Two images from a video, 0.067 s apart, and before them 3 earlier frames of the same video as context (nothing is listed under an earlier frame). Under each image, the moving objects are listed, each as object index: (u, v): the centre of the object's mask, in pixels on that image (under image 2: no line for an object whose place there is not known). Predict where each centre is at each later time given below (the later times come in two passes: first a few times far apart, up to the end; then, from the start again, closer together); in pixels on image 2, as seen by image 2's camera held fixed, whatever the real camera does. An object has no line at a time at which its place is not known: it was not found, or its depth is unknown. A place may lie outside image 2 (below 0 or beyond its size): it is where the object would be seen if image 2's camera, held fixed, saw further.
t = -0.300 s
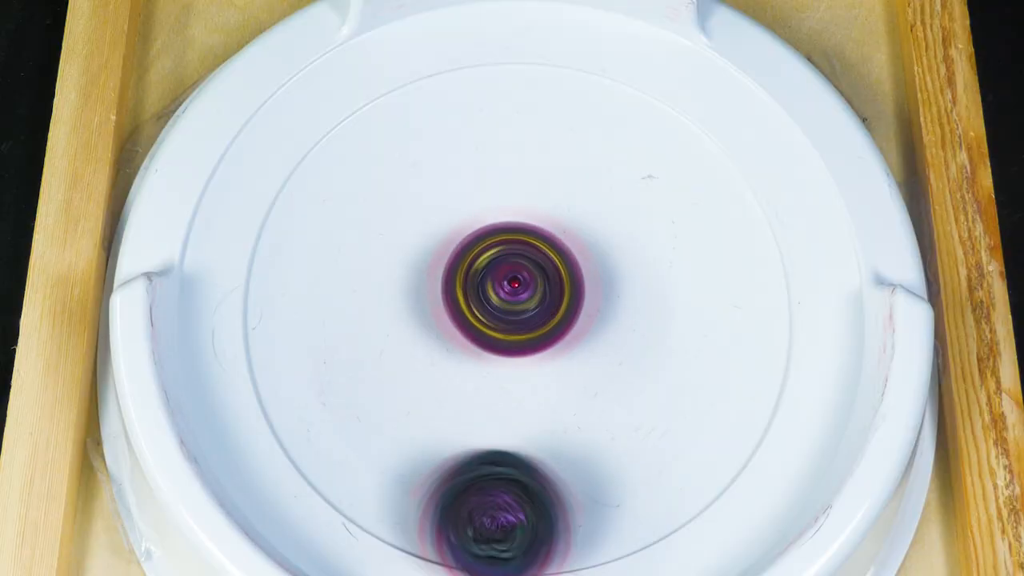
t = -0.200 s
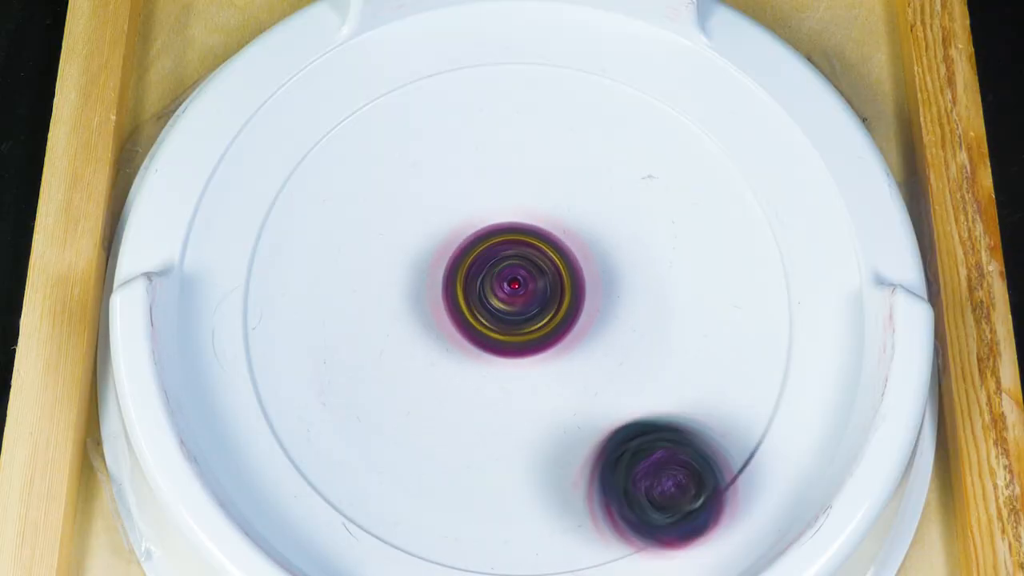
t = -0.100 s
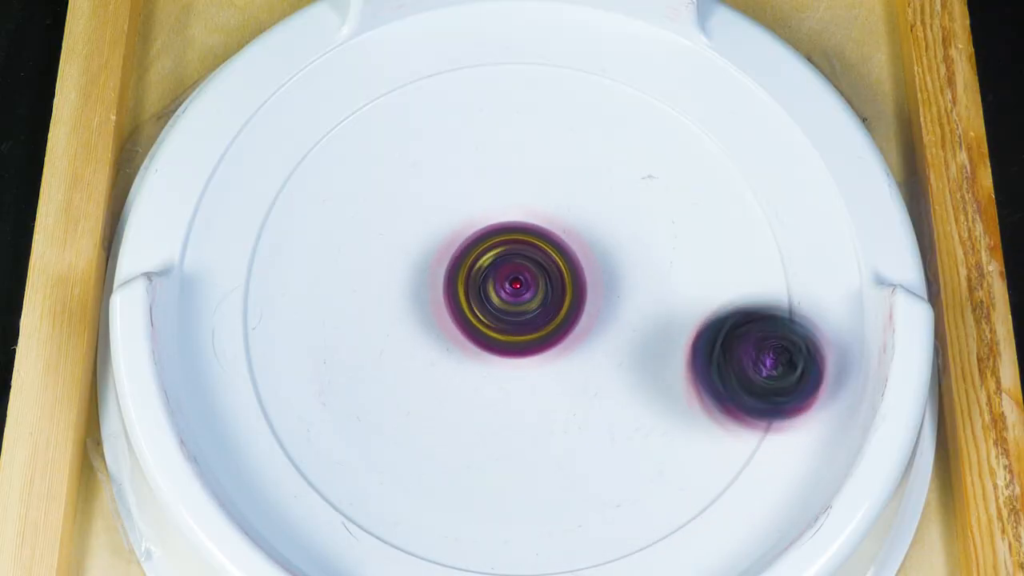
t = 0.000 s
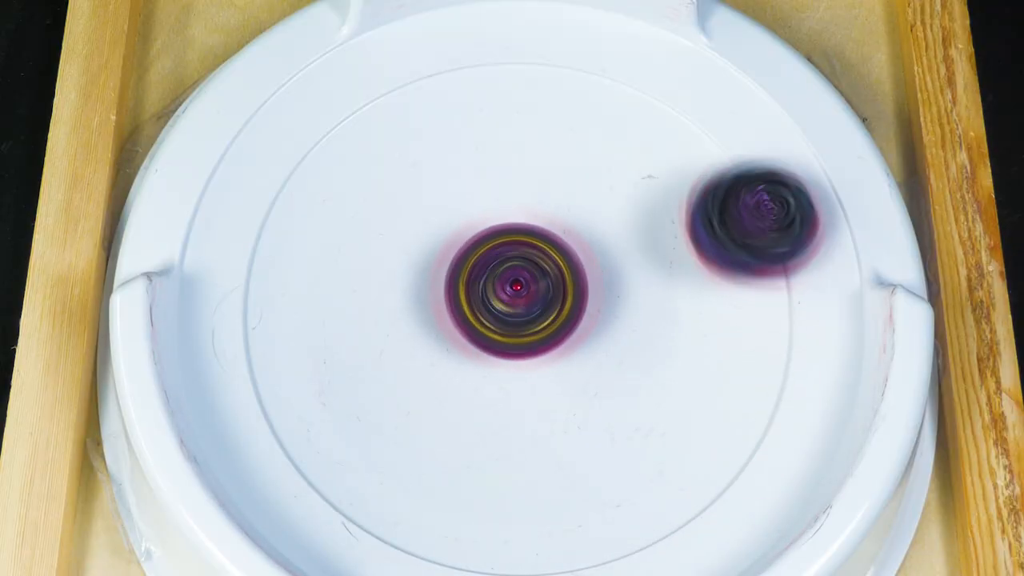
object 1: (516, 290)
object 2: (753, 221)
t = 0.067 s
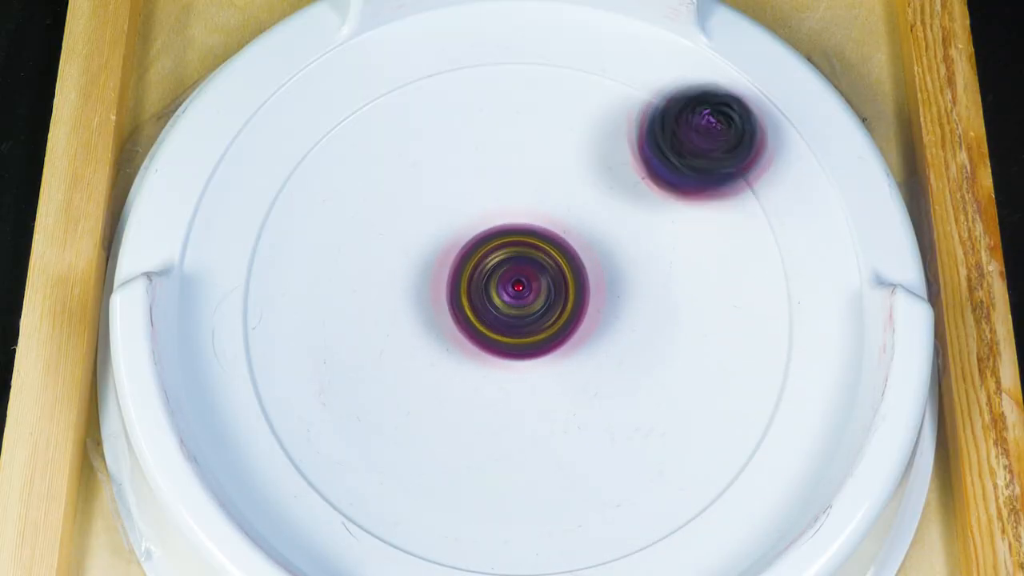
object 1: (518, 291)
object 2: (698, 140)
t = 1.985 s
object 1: (521, 291)
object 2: (676, 148)
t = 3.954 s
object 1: (519, 290)
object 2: (573, 115)
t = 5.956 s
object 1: (518, 287)
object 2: (375, 208)
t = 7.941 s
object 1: (510, 317)
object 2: (371, 289)
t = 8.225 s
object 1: (537, 343)
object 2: (431, 271)
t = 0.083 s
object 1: (517, 291)
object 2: (679, 125)
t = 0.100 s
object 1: (518, 291)
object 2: (659, 111)
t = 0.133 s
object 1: (518, 291)
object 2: (615, 89)
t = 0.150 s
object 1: (519, 292)
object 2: (592, 82)
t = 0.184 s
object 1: (519, 291)
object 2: (544, 74)
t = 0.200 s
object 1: (519, 292)
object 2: (519, 73)
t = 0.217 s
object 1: (519, 292)
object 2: (495, 74)
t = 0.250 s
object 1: (519, 291)
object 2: (446, 85)
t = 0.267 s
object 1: (520, 291)
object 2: (423, 94)
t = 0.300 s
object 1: (520, 291)
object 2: (378, 118)
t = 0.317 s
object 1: (520, 291)
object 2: (359, 134)
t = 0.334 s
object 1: (520, 291)
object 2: (341, 150)
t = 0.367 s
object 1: (520, 291)
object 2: (310, 190)
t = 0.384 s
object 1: (520, 291)
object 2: (299, 212)
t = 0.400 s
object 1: (520, 291)
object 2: (291, 235)
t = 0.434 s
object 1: (521, 291)
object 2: (282, 284)
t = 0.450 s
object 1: (520, 291)
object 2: (281, 310)
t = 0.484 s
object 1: (520, 291)
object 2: (289, 360)
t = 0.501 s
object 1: (520, 291)
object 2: (299, 384)
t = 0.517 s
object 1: (520, 291)
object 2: (311, 407)
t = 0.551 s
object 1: (520, 291)
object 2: (344, 448)
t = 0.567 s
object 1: (519, 291)
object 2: (364, 466)
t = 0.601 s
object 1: (519, 291)
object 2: (411, 494)
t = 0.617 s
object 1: (519, 291)
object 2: (437, 504)
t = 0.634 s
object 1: (519, 291)
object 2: (462, 511)
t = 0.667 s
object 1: (519, 291)
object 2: (519, 515)
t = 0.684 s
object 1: (519, 292)
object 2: (547, 514)
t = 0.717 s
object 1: (519, 291)
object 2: (601, 502)
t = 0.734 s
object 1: (518, 292)
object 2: (625, 492)
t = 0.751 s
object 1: (518, 291)
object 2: (649, 478)
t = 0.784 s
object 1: (517, 291)
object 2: (688, 446)
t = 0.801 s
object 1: (518, 292)
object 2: (704, 427)
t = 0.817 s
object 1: (517, 292)
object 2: (719, 407)
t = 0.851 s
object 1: (517, 292)
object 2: (739, 364)
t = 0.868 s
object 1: (517, 292)
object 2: (745, 341)
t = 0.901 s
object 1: (516, 292)
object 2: (750, 295)
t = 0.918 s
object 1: (517, 292)
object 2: (748, 272)
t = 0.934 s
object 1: (516, 292)
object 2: (743, 249)
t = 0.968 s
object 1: (517, 292)
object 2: (728, 205)
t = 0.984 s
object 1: (515, 292)
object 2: (717, 185)
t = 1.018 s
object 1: (515, 292)
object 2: (689, 149)
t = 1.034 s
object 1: (515, 291)
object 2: (672, 133)
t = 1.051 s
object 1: (516, 292)
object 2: (653, 119)
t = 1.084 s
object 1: (515, 291)
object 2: (612, 96)
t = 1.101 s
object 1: (515, 292)
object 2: (590, 88)
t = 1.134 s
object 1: (515, 291)
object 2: (544, 77)
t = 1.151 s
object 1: (514, 291)
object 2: (522, 76)
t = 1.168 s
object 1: (515, 291)
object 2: (498, 76)
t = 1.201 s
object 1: (514, 290)
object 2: (452, 84)
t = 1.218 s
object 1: (514, 291)
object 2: (429, 92)
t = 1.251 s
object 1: (514, 290)
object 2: (386, 114)
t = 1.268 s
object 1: (513, 291)
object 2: (368, 129)
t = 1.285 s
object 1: (513, 290)
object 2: (350, 145)
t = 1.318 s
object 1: (512, 290)
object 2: (321, 183)
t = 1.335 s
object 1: (513, 290)
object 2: (310, 204)
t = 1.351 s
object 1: (513, 290)
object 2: (302, 226)
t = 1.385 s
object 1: (513, 290)
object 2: (293, 273)
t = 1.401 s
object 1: (512, 290)
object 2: (292, 296)
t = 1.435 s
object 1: (513, 290)
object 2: (300, 344)
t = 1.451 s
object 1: (513, 290)
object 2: (309, 367)
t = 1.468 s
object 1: (514, 290)
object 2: (320, 390)
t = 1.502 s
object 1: (514, 290)
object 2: (349, 430)
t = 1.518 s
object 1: (513, 291)
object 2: (368, 447)
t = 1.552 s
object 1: (514, 290)
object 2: (412, 476)
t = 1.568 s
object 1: (513, 290)
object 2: (436, 487)
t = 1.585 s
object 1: (514, 290)
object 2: (461, 495)
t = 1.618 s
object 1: (514, 290)
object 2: (515, 502)
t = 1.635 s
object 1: (515, 291)
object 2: (542, 502)
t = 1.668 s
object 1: (515, 290)
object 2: (593, 493)
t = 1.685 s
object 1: (515, 291)
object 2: (617, 484)
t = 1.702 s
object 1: (514, 290)
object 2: (640, 474)
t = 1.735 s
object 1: (515, 291)
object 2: (680, 444)
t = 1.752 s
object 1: (515, 291)
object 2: (696, 428)
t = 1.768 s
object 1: (515, 292)
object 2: (711, 409)
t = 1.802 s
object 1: (516, 292)
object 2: (732, 370)
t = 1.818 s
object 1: (516, 292)
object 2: (740, 348)
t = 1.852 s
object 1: (517, 292)
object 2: (747, 304)
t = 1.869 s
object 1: (517, 292)
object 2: (746, 282)
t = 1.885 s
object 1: (518, 292)
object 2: (743, 260)
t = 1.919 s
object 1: (519, 291)
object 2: (729, 218)
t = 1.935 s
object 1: (520, 292)
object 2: (719, 199)
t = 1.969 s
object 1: (521, 291)
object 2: (693, 163)
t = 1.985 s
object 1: (521, 291)
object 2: (676, 148)
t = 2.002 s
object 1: (521, 291)
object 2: (658, 134)
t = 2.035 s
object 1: (520, 291)
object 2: (619, 112)
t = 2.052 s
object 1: (522, 290)
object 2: (598, 103)
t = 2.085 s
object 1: (521, 290)
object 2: (554, 93)
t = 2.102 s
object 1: (522, 291)
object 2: (532, 91)
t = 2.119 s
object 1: (521, 291)
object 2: (508, 91)
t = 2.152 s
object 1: (522, 291)
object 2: (463, 98)
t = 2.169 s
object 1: (521, 290)
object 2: (441, 106)
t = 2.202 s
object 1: (521, 290)
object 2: (400, 125)
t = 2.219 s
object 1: (521, 290)
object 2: (381, 139)
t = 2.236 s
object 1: (521, 291)
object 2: (364, 153)
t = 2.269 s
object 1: (521, 290)
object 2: (334, 188)
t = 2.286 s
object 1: (520, 290)
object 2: (323, 208)
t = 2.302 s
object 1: (520, 289)
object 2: (314, 227)
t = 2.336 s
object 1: (519, 290)
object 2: (302, 271)
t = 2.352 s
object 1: (520, 289)
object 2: (300, 294)
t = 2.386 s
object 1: (519, 289)
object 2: (305, 339)
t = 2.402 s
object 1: (520, 290)
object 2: (311, 362)
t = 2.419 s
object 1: (519, 290)
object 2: (320, 383)
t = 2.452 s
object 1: (519, 290)
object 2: (347, 423)
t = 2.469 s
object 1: (518, 289)
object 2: (363, 440)
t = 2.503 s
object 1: (518, 289)
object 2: (403, 469)
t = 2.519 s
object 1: (519, 289)
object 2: (425, 480)
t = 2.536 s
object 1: (519, 290)
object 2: (450, 488)
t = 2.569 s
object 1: (518, 289)
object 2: (501, 496)
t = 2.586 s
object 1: (518, 289)
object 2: (526, 497)
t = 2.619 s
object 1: (518, 289)
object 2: (575, 490)
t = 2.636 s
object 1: (517, 289)
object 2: (597, 481)
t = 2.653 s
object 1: (518, 289)
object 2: (621, 471)
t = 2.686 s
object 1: (517, 289)
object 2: (660, 443)
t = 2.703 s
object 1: (518, 289)
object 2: (677, 426)
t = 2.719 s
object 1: (517, 289)
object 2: (692, 409)
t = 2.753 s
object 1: (517, 289)
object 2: (713, 369)
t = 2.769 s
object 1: (517, 289)
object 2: (720, 348)
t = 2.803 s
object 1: (517, 289)
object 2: (727, 304)
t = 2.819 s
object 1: (517, 288)
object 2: (726, 283)
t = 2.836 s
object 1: (517, 289)
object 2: (723, 261)
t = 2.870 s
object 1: (517, 288)
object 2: (710, 220)
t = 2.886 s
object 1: (517, 289)
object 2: (700, 201)
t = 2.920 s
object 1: (517, 288)
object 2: (674, 166)
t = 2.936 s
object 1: (516, 288)
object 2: (660, 150)
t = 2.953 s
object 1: (516, 288)
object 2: (643, 137)
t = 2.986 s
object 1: (516, 288)
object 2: (606, 115)
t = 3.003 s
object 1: (516, 288)
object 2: (586, 106)
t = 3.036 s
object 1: (516, 288)
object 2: (544, 96)
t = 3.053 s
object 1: (516, 288)
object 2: (523, 94)
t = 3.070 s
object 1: (515, 288)
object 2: (502, 93)
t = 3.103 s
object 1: (516, 289)
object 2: (458, 100)
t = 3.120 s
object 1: (515, 288)
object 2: (438, 106)
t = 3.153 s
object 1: (515, 288)
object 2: (399, 126)
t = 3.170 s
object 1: (515, 288)
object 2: (381, 139)
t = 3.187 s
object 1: (516, 288)
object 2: (365, 153)
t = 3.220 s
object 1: (516, 288)
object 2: (339, 187)
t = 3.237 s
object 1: (515, 288)
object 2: (328, 207)
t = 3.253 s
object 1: (515, 288)
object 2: (320, 226)
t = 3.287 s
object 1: (515, 288)
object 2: (311, 269)
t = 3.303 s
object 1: (515, 288)
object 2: (311, 291)
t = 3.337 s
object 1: (515, 288)
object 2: (318, 336)
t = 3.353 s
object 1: (516, 288)
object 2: (326, 357)
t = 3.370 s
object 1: (516, 289)
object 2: (339, 378)
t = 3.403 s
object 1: (517, 289)
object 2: (367, 415)
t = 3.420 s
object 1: (516, 289)
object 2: (385, 431)
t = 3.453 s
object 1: (517, 289)
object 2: (427, 457)
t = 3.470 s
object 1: (516, 289)
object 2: (450, 466)
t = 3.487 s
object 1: (517, 289)
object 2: (474, 473)
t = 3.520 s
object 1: (517, 289)
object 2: (525, 478)
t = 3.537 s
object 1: (517, 290)
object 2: (549, 477)
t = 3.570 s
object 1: (517, 290)
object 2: (597, 467)
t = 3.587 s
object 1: (517, 291)
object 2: (618, 458)
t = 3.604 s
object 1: (517, 290)
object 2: (638, 447)
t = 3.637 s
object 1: (517, 291)
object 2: (674, 419)
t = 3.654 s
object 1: (517, 291)
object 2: (689, 402)
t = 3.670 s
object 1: (518, 291)
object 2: (702, 384)
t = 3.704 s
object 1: (518, 291)
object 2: (720, 346)
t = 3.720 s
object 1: (518, 292)
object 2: (725, 325)
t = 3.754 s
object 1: (519, 291)
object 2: (727, 285)
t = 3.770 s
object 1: (519, 291)
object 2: (725, 264)
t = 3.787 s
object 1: (519, 290)
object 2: (720, 245)
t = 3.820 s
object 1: (519, 291)
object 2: (704, 207)
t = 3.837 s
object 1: (519, 290)
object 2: (692, 191)
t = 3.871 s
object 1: (519, 290)
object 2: (664, 160)
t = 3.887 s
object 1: (520, 290)
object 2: (648, 148)
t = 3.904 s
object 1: (519, 290)
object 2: (631, 137)
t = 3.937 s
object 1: (520, 290)
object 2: (593, 121)
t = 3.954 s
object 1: (519, 290)
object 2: (573, 115)
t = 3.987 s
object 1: (520, 290)
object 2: (530, 111)
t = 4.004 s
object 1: (519, 290)
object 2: (510, 111)
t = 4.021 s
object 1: (519, 289)
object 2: (489, 115)
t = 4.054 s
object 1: (519, 289)
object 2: (447, 127)
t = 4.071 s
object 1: (519, 290)
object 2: (427, 137)
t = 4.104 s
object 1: (519, 289)
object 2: (392, 161)
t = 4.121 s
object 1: (519, 289)
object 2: (376, 176)
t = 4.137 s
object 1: (518, 289)
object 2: (361, 192)
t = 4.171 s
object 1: (518, 290)
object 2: (341, 229)
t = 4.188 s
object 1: (518, 289)
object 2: (333, 249)
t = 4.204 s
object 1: (519, 289)
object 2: (329, 271)
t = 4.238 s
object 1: (518, 289)
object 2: (327, 313)
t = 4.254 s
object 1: (519, 289)
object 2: (330, 334)
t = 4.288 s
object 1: (518, 288)
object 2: (344, 375)
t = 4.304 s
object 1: (518, 289)
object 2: (354, 394)
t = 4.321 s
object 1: (517, 288)
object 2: (367, 411)
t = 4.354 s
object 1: (518, 289)
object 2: (399, 443)
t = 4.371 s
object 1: (518, 288)
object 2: (419, 455)
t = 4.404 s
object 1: (518, 288)
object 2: (462, 473)
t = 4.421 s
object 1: (518, 287)
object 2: (486, 478)
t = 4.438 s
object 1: (518, 288)
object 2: (509, 480)
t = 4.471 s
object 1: (518, 287)
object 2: (557, 476)
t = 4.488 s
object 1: (518, 288)
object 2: (578, 471)
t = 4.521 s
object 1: (519, 287)
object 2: (618, 452)
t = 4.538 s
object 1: (518, 288)
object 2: (637, 439)
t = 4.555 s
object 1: (518, 287)
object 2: (653, 425)
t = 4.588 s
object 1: (517, 288)
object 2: (679, 392)
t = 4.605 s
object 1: (517, 287)
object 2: (689, 373)
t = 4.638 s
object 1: (517, 288)
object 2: (702, 334)
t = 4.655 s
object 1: (517, 287)
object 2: (704, 314)
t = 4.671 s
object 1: (517, 288)
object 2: (704, 294)
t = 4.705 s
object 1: (517, 287)
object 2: (698, 255)
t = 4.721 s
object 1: (516, 288)
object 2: (692, 236)
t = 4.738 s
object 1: (516, 287)
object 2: (683, 218)
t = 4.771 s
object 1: (516, 288)
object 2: (661, 185)
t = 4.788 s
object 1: (516, 287)
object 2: (647, 171)
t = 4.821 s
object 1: (516, 288)
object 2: (615, 146)
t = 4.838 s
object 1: (517, 288)
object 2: (599, 137)
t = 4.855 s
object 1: (516, 288)
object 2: (580, 129)
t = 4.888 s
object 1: (517, 288)
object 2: (539, 119)
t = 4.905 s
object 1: (516, 289)
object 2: (519, 117)
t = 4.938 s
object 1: (517, 289)
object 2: (479, 119)
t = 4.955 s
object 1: (516, 289)
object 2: (457, 124)
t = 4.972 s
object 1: (517, 288)
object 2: (439, 130)
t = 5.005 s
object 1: (516, 289)
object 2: (404, 150)
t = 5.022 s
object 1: (517, 289)
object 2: (387, 162)
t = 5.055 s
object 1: (516, 289)
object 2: (360, 193)
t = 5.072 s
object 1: (517, 289)
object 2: (350, 210)
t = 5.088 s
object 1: (517, 290)
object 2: (342, 228)
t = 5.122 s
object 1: (518, 290)
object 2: (332, 269)
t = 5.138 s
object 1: (517, 290)
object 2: (332, 290)
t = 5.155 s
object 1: (517, 290)
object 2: (335, 310)
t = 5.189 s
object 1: (517, 291)
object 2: (346, 351)
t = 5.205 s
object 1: (518, 290)
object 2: (356, 369)
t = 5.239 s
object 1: (517, 291)
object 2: (383, 404)
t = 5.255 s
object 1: (518, 291)
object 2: (400, 419)
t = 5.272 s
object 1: (517, 292)
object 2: (418, 432)
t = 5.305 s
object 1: (518, 291)
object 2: (459, 450)
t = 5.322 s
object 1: (518, 291)
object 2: (483, 456)
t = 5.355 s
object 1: (519, 291)
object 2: (528, 460)
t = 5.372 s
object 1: (519, 291)
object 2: (550, 459)
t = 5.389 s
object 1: (520, 290)
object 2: (572, 454)
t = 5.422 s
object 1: (519, 290)
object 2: (613, 439)
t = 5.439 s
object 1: (520, 290)
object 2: (631, 428)
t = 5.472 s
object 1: (520, 290)
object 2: (663, 401)
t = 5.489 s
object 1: (521, 290)
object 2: (676, 386)
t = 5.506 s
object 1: (520, 291)
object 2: (687, 368)
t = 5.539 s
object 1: (520, 290)
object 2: (701, 332)
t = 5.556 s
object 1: (520, 290)
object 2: (705, 314)
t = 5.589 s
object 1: (520, 290)
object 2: (705, 276)
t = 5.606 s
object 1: (519, 290)
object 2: (701, 257)
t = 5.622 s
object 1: (520, 289)
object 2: (696, 239)
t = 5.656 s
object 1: (519, 289)
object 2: (679, 207)
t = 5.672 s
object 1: (520, 289)
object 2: (666, 191)
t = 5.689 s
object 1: (520, 289)
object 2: (654, 177)
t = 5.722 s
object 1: (520, 288)
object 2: (622, 155)
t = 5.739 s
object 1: (519, 289)
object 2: (605, 147)
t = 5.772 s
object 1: (520, 288)
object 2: (567, 134)
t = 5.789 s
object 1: (519, 288)
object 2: (548, 132)
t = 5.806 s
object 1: (519, 288)
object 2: (528, 131)
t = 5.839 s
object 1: (518, 288)
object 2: (489, 135)
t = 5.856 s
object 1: (519, 287)
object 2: (469, 140)
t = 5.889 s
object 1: (518, 287)
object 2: (434, 156)
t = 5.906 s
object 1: (519, 287)
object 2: (416, 167)
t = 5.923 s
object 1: (519, 288)
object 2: (401, 179)
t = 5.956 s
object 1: (518, 287)
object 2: (375, 208)
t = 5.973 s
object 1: (517, 288)
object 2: (365, 225)
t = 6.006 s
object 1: (517, 287)
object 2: (350, 261)
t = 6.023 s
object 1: (516, 288)
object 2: (346, 279)
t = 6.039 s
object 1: (516, 287)
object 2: (345, 298)
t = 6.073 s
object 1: (515, 288)
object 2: (348, 337)
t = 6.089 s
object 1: (516, 288)
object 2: (355, 356)
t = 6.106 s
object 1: (516, 288)
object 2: (363, 374)
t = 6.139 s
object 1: (516, 288)
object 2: (386, 407)
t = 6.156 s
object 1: (516, 289)
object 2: (401, 421)
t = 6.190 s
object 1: (516, 288)
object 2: (437, 444)
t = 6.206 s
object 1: (516, 289)
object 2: (457, 452)
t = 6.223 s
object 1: (515, 288)
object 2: (477, 458)
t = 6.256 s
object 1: (516, 289)
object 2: (519, 461)
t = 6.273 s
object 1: (515, 289)
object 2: (541, 459)
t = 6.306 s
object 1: (515, 289)
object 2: (581, 449)
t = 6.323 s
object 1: (515, 289)
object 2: (600, 440)
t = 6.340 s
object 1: (516, 289)
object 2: (616, 429)
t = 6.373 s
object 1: (516, 289)
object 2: (646, 402)
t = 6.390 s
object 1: (516, 290)
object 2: (657, 386)
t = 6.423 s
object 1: (516, 289)
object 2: (674, 352)
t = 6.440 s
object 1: (516, 290)
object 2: (679, 334)
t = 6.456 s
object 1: (515, 290)
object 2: (682, 316)
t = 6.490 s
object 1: (516, 290)
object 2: (681, 280)
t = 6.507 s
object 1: (515, 290)
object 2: (678, 261)
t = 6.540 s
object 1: (516, 290)
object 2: (665, 228)
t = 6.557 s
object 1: (516, 290)
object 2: (656, 212)
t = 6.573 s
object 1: (516, 290)
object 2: (645, 198)
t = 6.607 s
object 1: (516, 290)
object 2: (619, 172)
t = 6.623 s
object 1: (517, 290)
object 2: (603, 161)
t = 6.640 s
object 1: (516, 291)
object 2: (588, 152)
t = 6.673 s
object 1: (517, 291)
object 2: (553, 140)
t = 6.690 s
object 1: (516, 291)
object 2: (535, 136)
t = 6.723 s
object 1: (518, 291)
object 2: (497, 135)
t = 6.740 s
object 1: (517, 291)
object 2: (479, 137)
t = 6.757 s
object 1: (518, 291)
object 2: (461, 142)
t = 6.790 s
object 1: (519, 291)
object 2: (426, 157)
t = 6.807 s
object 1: (520, 290)
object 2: (411, 167)
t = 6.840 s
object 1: (519, 291)
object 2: (385, 194)
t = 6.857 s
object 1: (520, 290)
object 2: (375, 208)
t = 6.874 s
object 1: (519, 291)
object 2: (366, 224)
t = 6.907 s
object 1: (520, 290)
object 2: (356, 260)
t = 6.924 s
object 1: (519, 291)
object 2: (354, 278)
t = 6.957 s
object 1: (520, 290)
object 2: (357, 316)
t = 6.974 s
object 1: (519, 291)
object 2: (363, 334)
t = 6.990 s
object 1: (518, 290)
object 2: (370, 351)
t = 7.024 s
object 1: (519, 290)
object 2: (393, 383)
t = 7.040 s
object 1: (519, 289)
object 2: (407, 397)
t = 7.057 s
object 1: (519, 290)
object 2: (422, 409)
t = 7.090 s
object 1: (518, 289)
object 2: (458, 428)
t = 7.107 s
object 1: (519, 290)
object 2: (478, 435)
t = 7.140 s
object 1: (518, 289)
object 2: (518, 441)
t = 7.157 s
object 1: (519, 289)
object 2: (538, 441)
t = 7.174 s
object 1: (518, 289)
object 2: (558, 438)
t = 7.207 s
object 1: (519, 289)
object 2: (595, 427)
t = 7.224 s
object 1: (518, 289)
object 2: (613, 418)
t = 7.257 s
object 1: (518, 289)
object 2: (643, 394)
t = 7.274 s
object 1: (517, 289)
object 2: (656, 381)
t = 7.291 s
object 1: (518, 288)
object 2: (666, 366)
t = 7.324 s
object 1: (517, 288)
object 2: (680, 334)
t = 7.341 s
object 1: (517, 287)
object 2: (684, 316)
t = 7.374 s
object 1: (518, 287)
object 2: (686, 282)
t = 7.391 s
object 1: (519, 287)
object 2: (682, 266)
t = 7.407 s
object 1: (518, 288)
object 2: (677, 250)
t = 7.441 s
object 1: (518, 288)
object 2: (661, 219)
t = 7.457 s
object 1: (517, 288)
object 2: (651, 206)
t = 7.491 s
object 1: (517, 287)
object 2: (625, 183)
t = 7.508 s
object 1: (517, 288)
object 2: (610, 173)
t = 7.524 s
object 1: (517, 288)
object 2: (594, 166)
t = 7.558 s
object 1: (516, 288)
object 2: (561, 155)
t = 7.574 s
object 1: (515, 287)
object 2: (543, 153)
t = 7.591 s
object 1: (516, 288)
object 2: (526, 152)
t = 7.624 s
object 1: (515, 288)
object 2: (492, 156)
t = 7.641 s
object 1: (514, 288)
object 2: (476, 159)
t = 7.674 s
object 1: (511, 289)
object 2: (447, 170)
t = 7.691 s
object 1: (511, 290)
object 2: (435, 177)
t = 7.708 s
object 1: (510, 291)
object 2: (423, 185)
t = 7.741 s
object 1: (508, 292)
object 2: (403, 204)
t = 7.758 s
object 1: (508, 294)
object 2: (395, 214)
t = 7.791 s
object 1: (506, 297)
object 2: (383, 231)
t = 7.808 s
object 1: (506, 299)
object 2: (379, 241)
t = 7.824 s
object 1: (505, 302)
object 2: (375, 249)
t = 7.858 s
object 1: (505, 306)
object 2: (371, 263)
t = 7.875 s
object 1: (505, 308)
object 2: (369, 270)
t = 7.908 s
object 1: (507, 312)
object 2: (369, 281)
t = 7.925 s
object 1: (509, 315)
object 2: (370, 286)
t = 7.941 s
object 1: (510, 317)
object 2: (371, 289)
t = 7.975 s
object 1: (511, 321)
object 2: (373, 294)
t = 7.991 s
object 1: (515, 326)
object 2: (372, 291)
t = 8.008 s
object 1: (520, 330)
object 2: (372, 289)
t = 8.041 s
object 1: (524, 336)
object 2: (375, 288)
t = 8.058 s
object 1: (526, 337)
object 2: (378, 288)
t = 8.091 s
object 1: (525, 337)
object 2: (386, 290)
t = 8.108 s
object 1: (525, 337)
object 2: (392, 290)
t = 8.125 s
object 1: (526, 336)
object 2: (398, 291)
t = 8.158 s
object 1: (533, 339)
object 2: (408, 285)
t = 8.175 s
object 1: (535, 341)
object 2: (414, 282)
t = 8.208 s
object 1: (537, 342)
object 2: (425, 275)
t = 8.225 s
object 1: (537, 343)
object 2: (431, 271)
